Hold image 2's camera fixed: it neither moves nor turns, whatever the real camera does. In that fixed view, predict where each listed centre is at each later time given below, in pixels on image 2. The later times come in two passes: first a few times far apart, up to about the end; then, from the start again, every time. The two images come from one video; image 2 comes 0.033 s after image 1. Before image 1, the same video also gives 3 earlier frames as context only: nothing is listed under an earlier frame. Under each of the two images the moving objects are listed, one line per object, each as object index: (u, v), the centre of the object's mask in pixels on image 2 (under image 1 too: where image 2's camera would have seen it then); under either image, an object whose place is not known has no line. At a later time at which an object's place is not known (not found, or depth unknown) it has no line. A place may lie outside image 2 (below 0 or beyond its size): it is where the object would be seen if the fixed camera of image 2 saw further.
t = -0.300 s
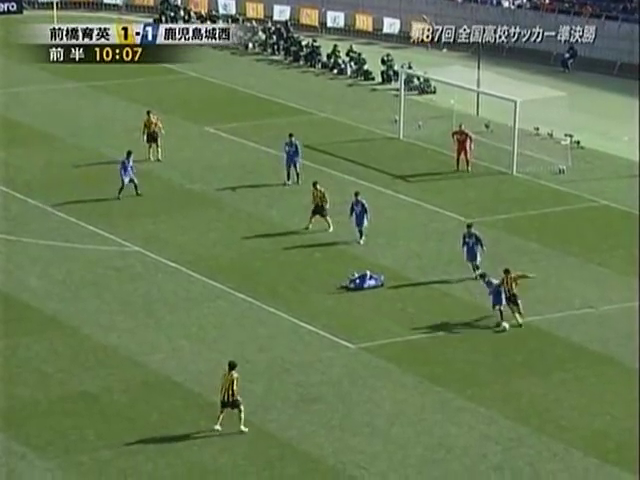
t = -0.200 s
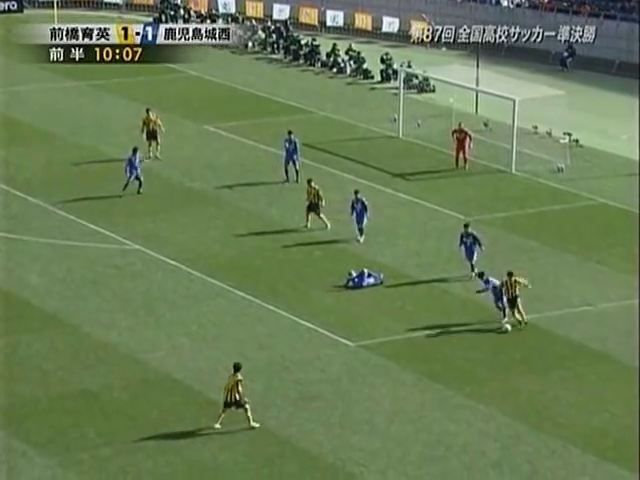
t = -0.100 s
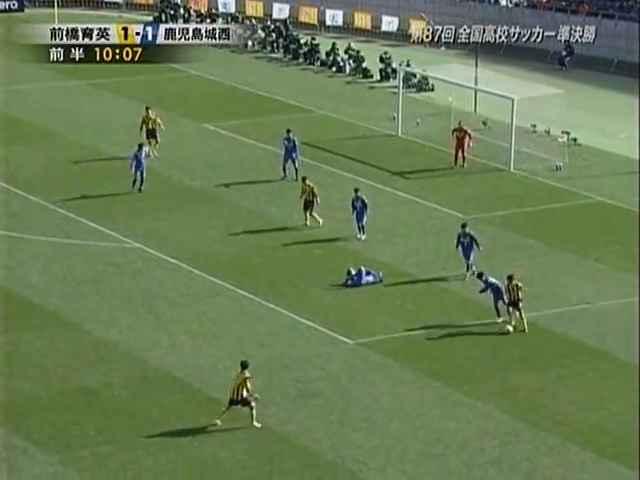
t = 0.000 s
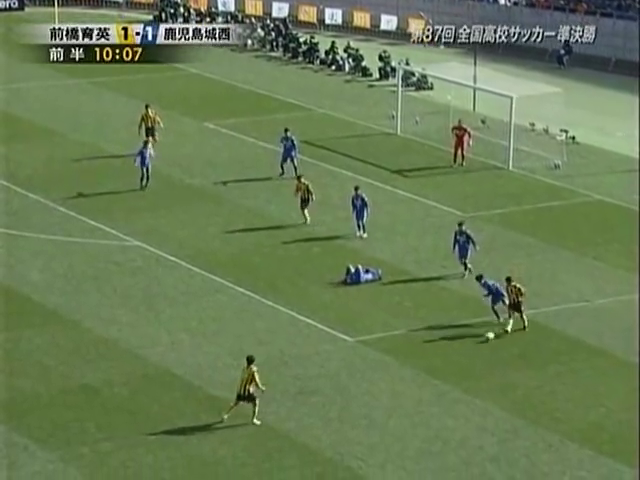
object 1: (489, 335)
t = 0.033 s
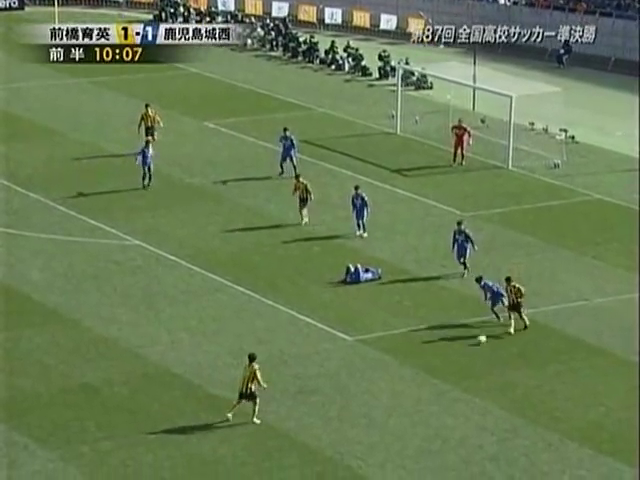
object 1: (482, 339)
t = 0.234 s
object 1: (439, 360)
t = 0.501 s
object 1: (395, 383)
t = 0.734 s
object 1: (363, 399)
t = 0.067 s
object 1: (474, 343)
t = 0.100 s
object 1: (466, 347)
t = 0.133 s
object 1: (460, 350)
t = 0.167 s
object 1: (453, 353)
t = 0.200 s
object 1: (446, 357)
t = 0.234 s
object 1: (439, 360)
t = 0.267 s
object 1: (433, 364)
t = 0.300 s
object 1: (426, 366)
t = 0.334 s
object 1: (421, 369)
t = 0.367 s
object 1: (415, 372)
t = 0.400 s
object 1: (409, 375)
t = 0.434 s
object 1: (404, 378)
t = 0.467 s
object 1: (399, 380)
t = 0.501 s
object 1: (395, 383)
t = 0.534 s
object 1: (390, 385)
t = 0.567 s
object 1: (385, 388)
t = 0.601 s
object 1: (380, 390)
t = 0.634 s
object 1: (376, 393)
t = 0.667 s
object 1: (371, 395)
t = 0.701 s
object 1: (367, 397)
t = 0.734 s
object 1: (363, 399)
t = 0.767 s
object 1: (358, 401)
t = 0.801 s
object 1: (355, 404)
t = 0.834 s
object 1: (351, 405)
